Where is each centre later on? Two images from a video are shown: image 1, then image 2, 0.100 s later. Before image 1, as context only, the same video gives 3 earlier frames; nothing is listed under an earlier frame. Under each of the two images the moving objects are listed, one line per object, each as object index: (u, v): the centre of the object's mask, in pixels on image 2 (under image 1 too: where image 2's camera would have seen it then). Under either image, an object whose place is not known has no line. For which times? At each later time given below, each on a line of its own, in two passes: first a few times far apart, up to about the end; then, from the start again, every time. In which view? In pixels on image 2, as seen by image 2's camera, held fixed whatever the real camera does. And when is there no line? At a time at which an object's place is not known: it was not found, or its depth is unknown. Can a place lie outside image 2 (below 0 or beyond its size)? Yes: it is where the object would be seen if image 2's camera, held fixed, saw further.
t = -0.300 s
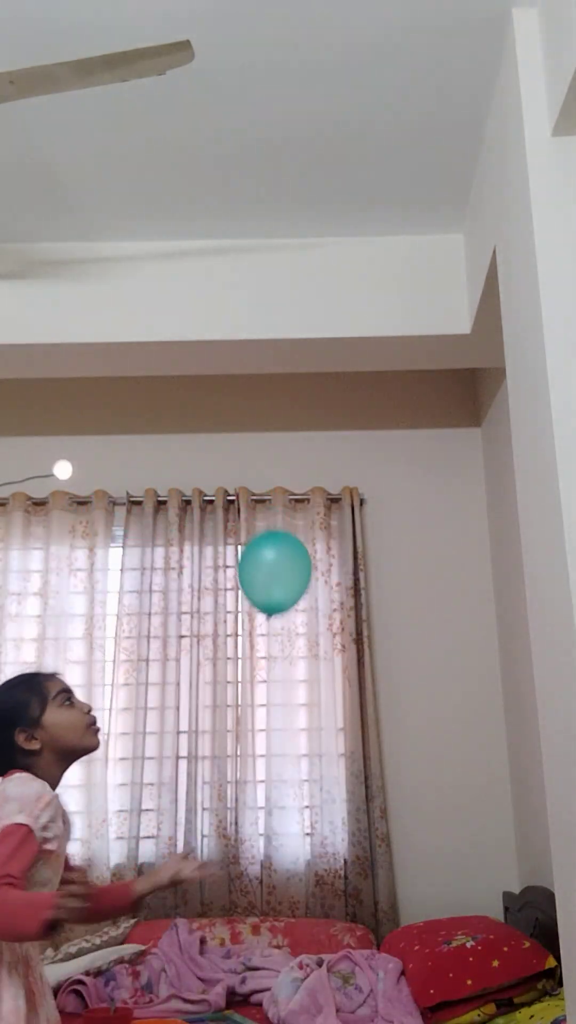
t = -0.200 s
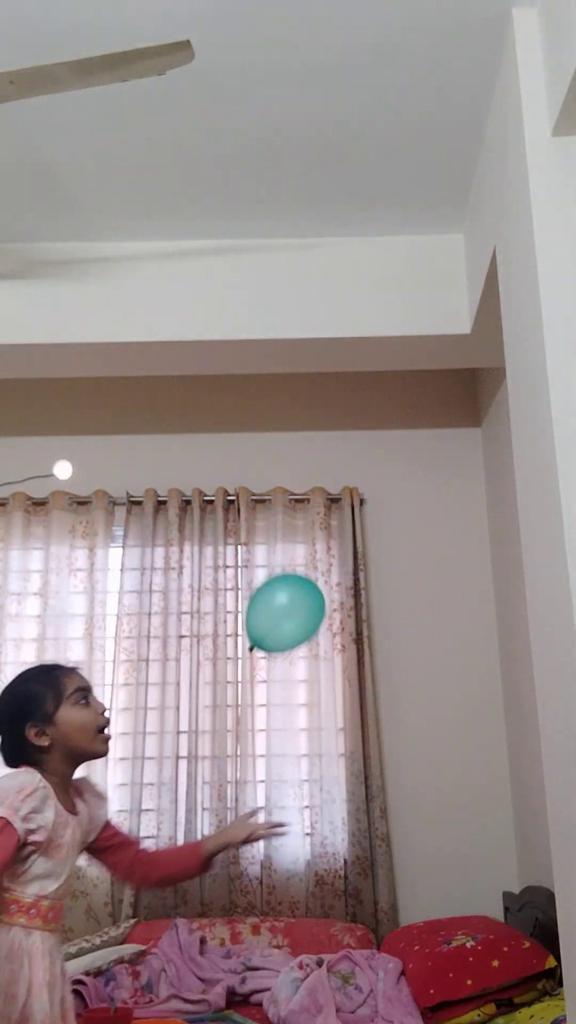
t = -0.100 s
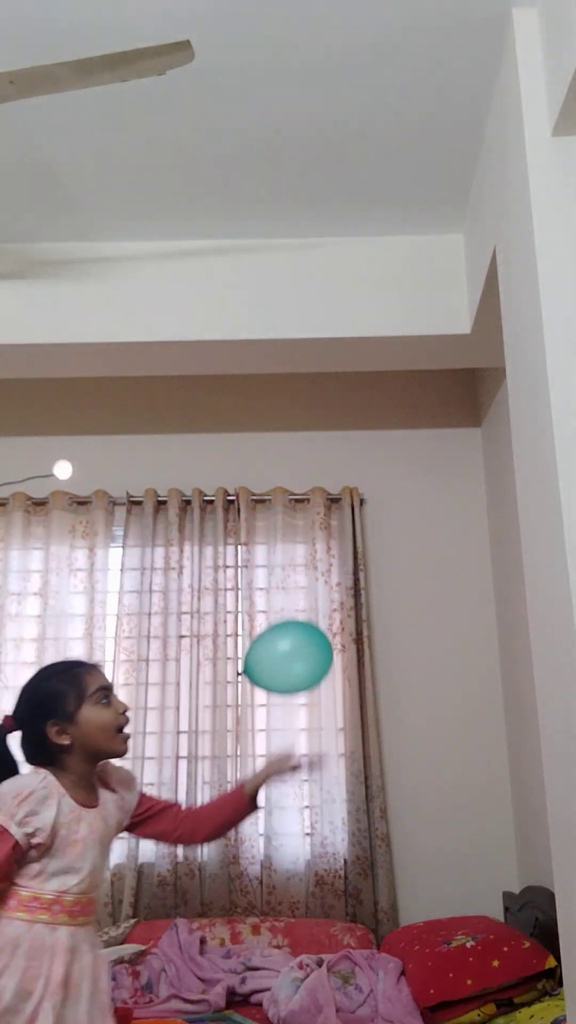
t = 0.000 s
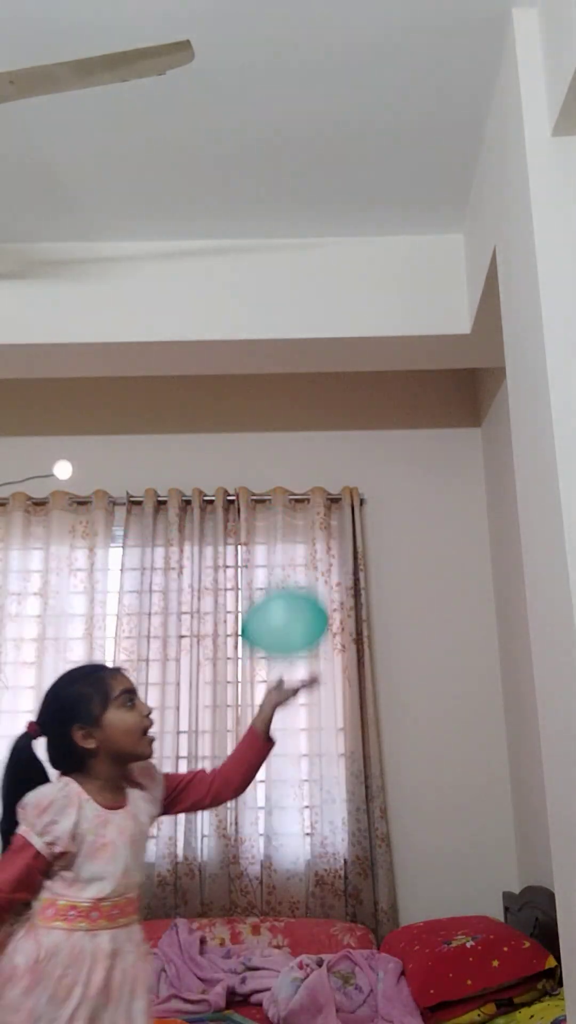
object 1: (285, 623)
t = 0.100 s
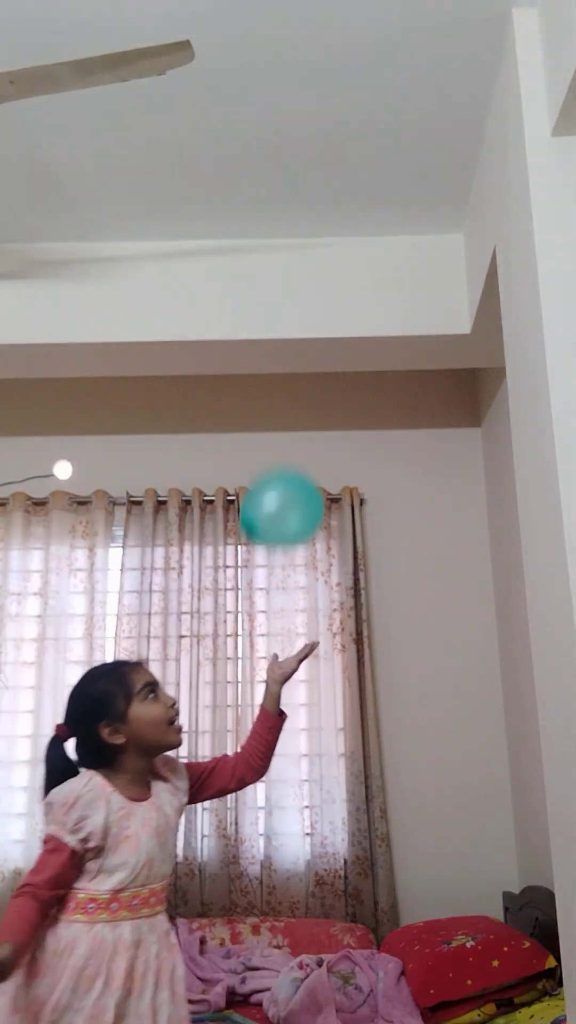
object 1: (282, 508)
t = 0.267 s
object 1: (285, 395)
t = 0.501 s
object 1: (292, 347)
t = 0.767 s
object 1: (295, 351)
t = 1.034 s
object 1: (286, 398)
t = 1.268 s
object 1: (270, 486)
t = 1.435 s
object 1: (250, 569)
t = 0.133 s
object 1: (281, 479)
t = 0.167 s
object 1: (282, 450)
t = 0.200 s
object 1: (283, 427)
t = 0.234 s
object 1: (284, 409)
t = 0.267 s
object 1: (285, 395)
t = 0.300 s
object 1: (286, 383)
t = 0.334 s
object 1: (288, 373)
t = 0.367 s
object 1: (289, 365)
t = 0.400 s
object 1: (290, 358)
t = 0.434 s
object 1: (291, 353)
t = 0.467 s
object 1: (291, 349)
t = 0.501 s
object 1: (292, 347)
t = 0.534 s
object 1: (293, 345)
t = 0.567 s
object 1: (294, 344)
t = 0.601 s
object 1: (294, 343)
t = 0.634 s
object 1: (295, 344)
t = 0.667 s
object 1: (295, 345)
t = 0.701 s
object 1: (295, 346)
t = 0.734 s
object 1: (295, 348)
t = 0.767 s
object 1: (295, 351)
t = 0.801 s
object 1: (294, 354)
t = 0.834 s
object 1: (293, 358)
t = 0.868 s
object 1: (292, 362)
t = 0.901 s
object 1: (291, 368)
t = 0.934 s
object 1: (290, 374)
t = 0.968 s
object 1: (289, 381)
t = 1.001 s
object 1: (287, 389)
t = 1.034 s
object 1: (286, 398)
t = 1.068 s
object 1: (284, 407)
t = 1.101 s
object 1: (282, 418)
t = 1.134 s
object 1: (280, 429)
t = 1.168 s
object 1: (278, 442)
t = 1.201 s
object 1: (276, 455)
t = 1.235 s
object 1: (273, 470)
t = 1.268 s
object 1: (270, 486)
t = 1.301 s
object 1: (267, 501)
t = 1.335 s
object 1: (263, 517)
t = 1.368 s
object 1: (260, 534)
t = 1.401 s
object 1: (255, 551)
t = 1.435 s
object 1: (250, 569)
